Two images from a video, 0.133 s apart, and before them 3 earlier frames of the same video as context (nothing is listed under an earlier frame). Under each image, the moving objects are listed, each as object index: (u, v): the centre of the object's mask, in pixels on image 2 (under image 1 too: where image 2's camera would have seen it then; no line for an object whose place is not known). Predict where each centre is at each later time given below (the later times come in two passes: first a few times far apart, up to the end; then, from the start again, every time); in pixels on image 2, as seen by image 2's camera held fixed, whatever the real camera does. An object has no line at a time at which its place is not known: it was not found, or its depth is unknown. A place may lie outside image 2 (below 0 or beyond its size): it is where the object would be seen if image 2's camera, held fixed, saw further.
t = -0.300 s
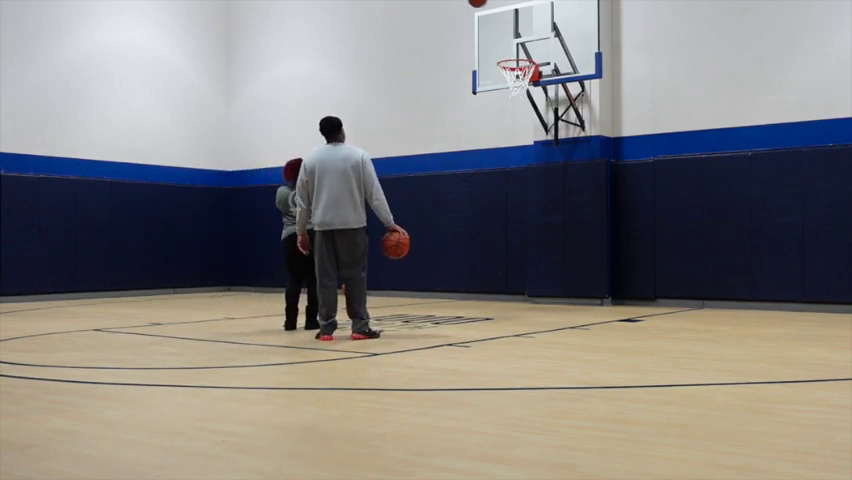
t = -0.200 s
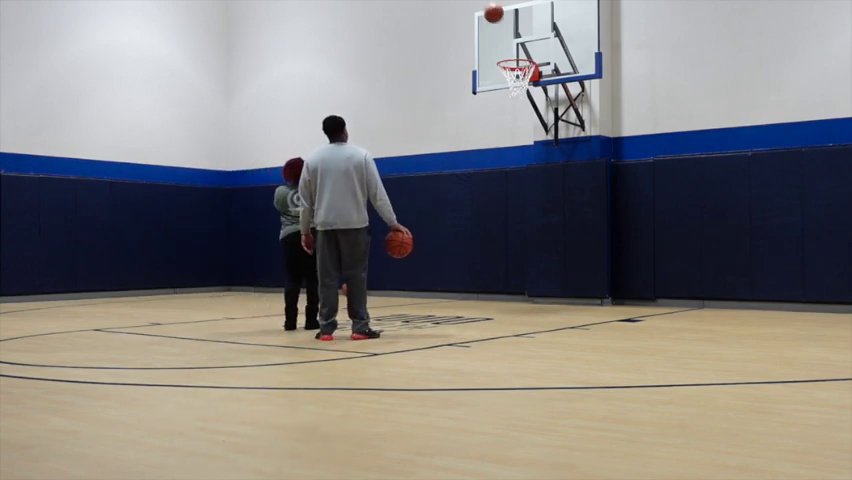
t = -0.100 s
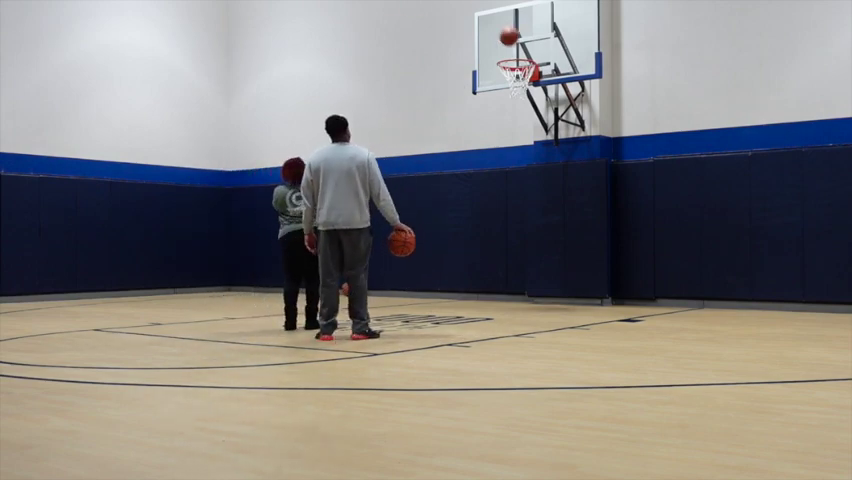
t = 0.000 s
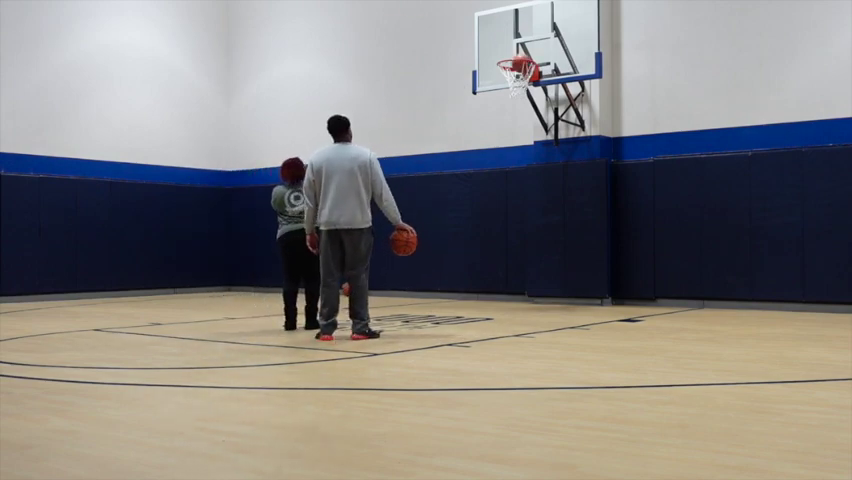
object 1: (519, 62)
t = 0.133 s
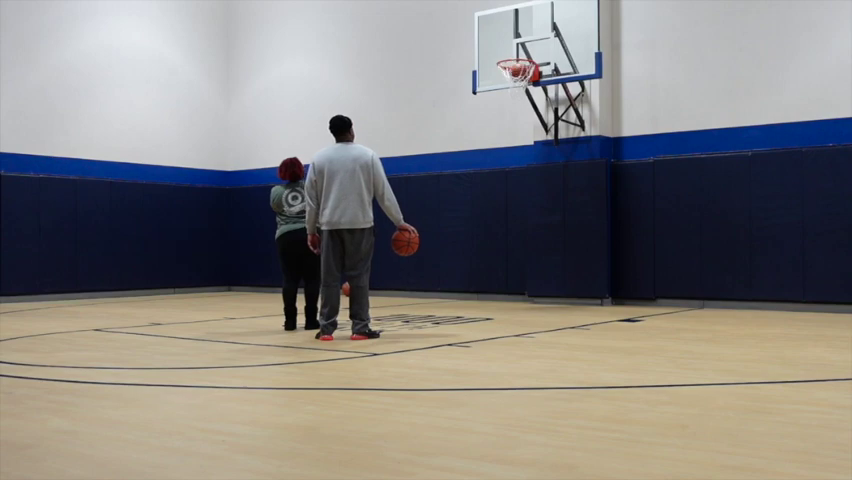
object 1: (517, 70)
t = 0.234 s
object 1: (522, 89)
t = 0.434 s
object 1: (524, 130)
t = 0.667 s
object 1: (525, 223)
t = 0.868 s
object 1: (523, 278)
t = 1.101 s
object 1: (511, 210)
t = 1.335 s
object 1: (499, 183)
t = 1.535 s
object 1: (489, 194)
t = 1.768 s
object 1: (477, 248)
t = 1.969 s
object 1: (466, 285)
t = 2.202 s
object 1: (451, 241)
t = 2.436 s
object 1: (437, 239)
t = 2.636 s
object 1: (424, 274)
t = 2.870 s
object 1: (409, 278)
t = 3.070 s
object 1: (395, 263)
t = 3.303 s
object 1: (378, 287)
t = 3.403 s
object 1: (371, 302)
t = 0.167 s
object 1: (520, 72)
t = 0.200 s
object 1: (522, 81)
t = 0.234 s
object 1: (522, 89)
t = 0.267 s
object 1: (523, 93)
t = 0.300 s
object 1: (523, 97)
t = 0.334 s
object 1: (524, 104)
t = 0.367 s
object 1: (523, 112)
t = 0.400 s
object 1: (524, 121)
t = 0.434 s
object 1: (524, 130)
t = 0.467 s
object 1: (524, 142)
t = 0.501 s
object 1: (524, 153)
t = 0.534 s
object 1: (524, 165)
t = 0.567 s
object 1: (524, 178)
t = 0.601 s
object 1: (524, 192)
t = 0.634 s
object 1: (524, 207)
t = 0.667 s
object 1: (525, 223)
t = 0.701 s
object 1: (525, 240)
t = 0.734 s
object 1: (525, 258)
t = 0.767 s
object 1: (526, 276)
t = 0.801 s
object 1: (526, 294)
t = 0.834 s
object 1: (525, 290)
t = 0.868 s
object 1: (523, 278)
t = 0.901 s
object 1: (521, 266)
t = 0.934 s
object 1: (519, 255)
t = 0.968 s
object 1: (518, 244)
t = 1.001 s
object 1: (516, 234)
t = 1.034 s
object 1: (514, 225)
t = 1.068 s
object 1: (513, 217)
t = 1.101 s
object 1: (511, 210)
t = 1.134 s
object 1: (509, 203)
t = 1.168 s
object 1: (507, 198)
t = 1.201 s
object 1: (505, 193)
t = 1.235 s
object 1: (504, 189)
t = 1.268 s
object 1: (502, 187)
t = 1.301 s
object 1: (500, 184)
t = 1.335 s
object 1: (499, 183)
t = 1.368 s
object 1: (497, 183)
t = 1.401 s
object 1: (495, 183)
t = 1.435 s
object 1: (494, 185)
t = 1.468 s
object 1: (492, 187)
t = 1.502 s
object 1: (490, 190)
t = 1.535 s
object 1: (489, 194)
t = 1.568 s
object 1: (487, 199)
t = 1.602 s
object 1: (485, 205)
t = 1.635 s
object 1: (483, 212)
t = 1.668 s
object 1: (482, 219)
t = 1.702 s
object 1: (480, 228)
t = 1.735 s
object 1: (478, 237)
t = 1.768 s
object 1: (477, 248)
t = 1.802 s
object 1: (475, 259)
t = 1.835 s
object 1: (473, 272)
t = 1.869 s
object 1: (471, 285)
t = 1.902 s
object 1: (470, 298)
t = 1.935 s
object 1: (468, 295)
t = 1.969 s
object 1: (466, 285)
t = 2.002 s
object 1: (464, 276)
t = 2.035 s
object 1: (462, 268)
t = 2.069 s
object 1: (459, 261)
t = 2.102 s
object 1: (457, 254)
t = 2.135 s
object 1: (455, 249)
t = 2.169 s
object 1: (453, 244)
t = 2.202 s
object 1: (451, 241)
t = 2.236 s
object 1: (449, 238)
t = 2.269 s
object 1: (447, 235)
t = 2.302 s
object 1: (445, 234)
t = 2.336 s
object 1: (443, 234)
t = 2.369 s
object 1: (441, 235)
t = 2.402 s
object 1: (438, 237)
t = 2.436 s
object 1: (437, 239)
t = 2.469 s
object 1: (434, 242)
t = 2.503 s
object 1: (432, 247)
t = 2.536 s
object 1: (430, 252)
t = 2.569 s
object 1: (428, 259)
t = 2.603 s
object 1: (426, 266)
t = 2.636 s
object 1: (424, 274)
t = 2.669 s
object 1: (423, 282)
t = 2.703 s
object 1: (421, 292)
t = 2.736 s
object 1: (419, 303)
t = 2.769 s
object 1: (416, 297)
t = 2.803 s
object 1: (414, 290)
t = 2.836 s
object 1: (411, 283)
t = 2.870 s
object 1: (409, 278)
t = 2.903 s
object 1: (407, 273)
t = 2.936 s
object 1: (404, 269)
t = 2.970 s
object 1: (402, 266)
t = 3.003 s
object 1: (400, 264)
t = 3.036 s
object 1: (397, 263)
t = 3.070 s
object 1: (395, 263)
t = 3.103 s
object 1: (392, 264)
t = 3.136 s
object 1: (390, 265)
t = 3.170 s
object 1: (387, 268)
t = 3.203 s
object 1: (385, 272)
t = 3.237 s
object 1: (383, 276)
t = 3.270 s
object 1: (380, 281)
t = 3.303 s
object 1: (378, 287)
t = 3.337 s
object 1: (375, 295)
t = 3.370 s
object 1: (373, 303)
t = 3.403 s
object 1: (371, 302)
